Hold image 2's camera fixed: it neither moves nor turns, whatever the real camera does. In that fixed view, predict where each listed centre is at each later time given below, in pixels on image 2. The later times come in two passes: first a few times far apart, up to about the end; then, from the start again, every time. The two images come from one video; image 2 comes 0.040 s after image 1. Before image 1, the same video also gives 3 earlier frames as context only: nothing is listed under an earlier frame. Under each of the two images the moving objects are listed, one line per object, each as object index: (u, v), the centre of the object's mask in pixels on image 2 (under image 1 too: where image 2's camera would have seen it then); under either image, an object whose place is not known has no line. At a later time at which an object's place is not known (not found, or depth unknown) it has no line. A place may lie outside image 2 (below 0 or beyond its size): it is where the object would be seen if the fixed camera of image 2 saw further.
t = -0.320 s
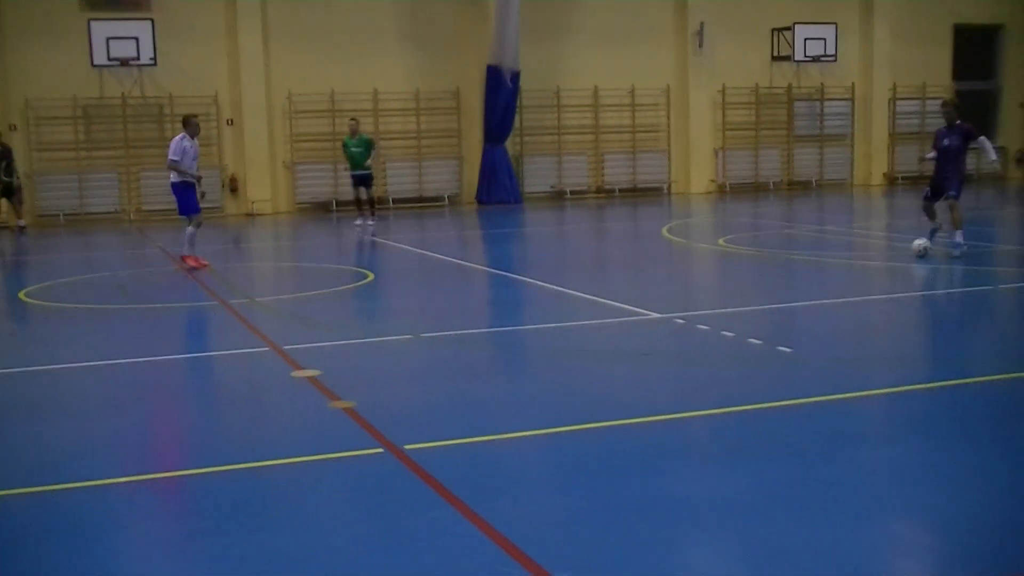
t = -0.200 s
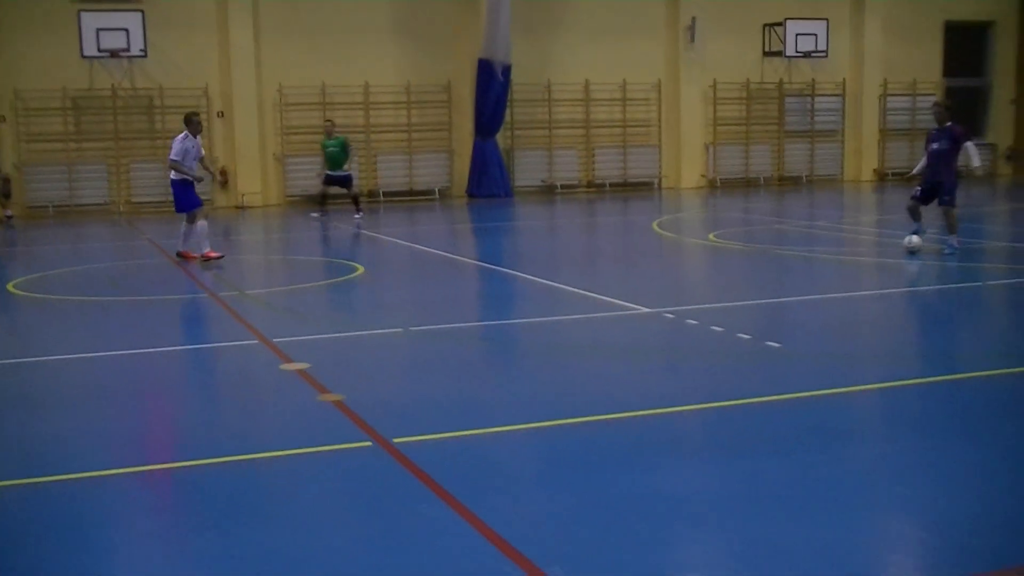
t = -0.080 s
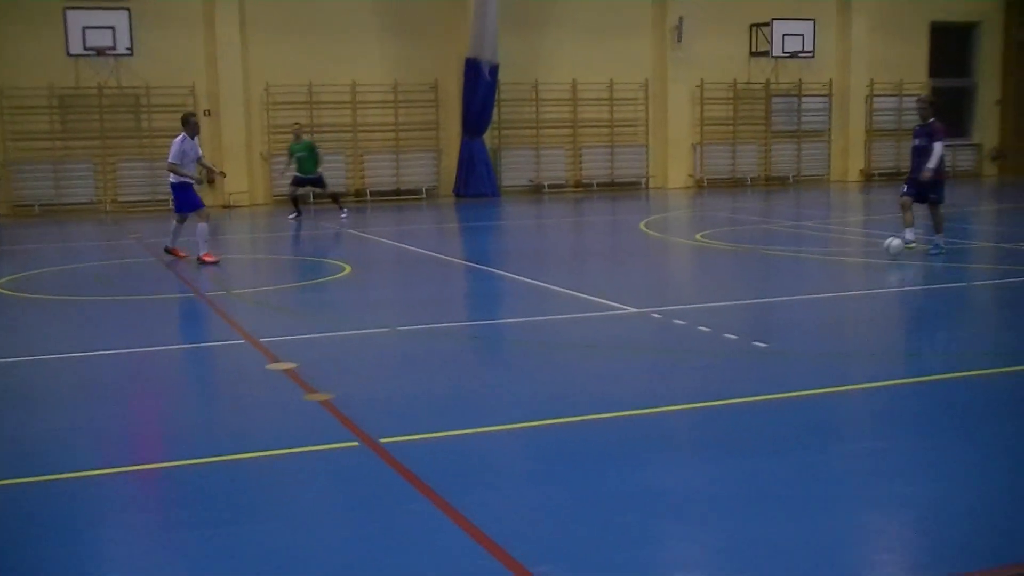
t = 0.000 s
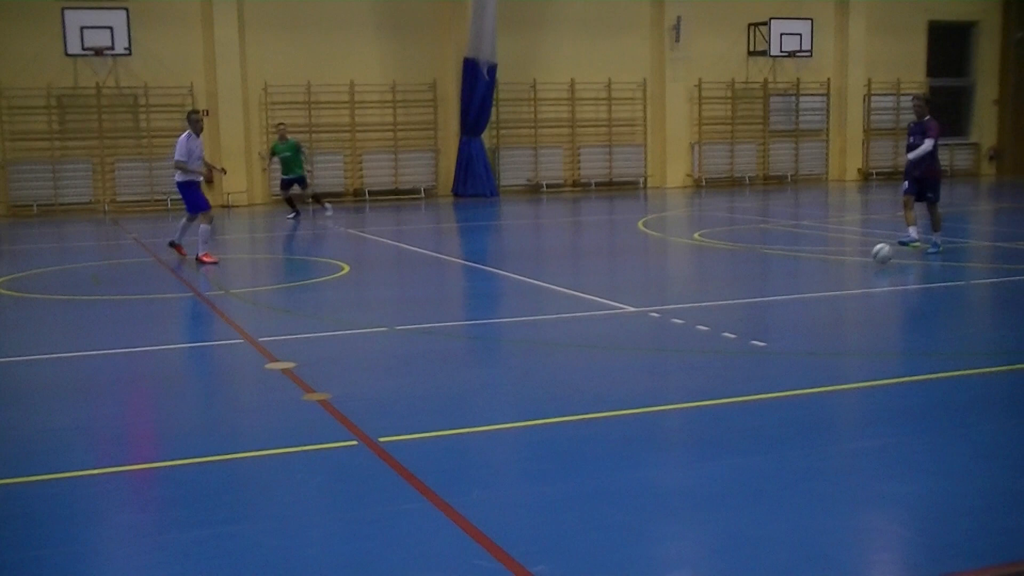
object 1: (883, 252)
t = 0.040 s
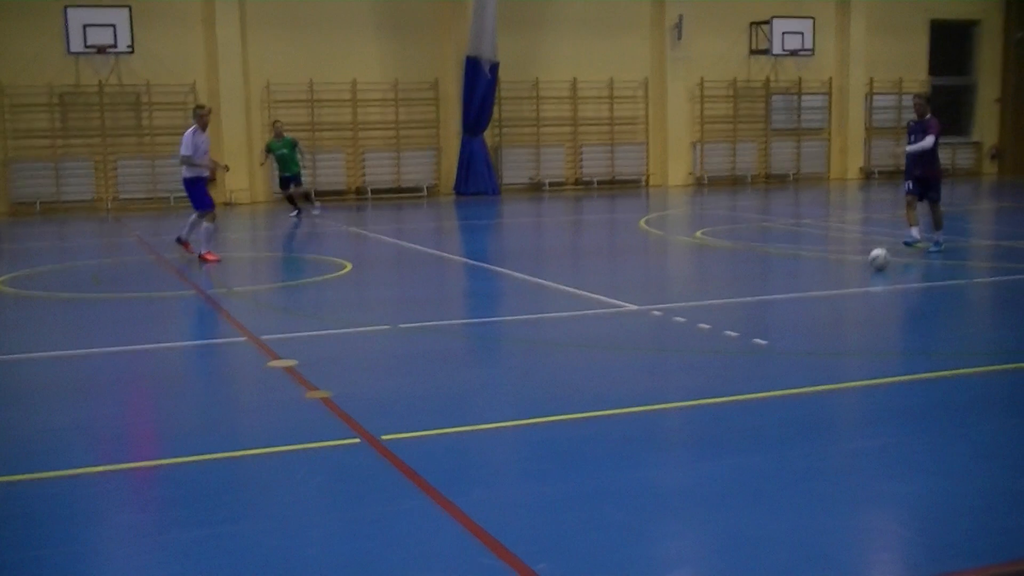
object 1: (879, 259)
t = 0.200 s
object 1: (861, 275)
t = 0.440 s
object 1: (822, 307)
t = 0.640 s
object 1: (790, 337)
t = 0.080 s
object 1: (875, 262)
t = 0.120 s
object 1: (870, 266)
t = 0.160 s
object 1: (865, 273)
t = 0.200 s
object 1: (861, 275)
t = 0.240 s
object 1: (857, 281)
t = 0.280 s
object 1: (852, 285)
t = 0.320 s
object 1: (846, 290)
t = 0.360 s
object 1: (837, 297)
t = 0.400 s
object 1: (832, 301)
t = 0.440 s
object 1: (822, 307)
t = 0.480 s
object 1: (818, 312)
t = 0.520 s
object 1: (810, 319)
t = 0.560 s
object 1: (803, 325)
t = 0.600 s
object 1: (796, 330)
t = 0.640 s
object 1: (790, 337)
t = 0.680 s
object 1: (784, 343)
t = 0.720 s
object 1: (773, 350)
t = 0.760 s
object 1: (764, 356)
